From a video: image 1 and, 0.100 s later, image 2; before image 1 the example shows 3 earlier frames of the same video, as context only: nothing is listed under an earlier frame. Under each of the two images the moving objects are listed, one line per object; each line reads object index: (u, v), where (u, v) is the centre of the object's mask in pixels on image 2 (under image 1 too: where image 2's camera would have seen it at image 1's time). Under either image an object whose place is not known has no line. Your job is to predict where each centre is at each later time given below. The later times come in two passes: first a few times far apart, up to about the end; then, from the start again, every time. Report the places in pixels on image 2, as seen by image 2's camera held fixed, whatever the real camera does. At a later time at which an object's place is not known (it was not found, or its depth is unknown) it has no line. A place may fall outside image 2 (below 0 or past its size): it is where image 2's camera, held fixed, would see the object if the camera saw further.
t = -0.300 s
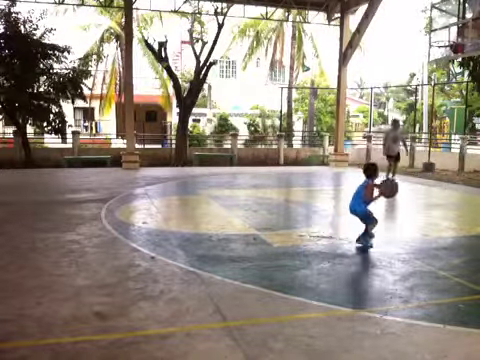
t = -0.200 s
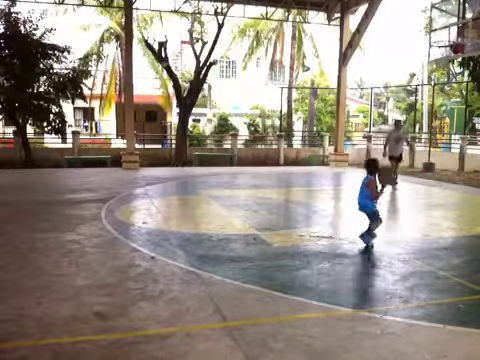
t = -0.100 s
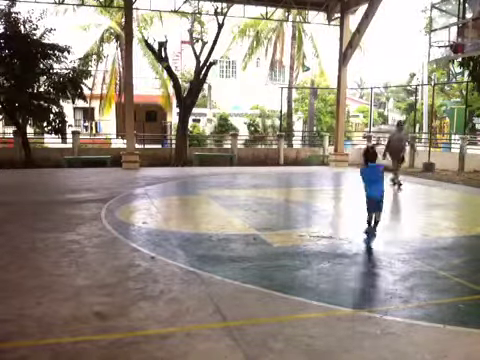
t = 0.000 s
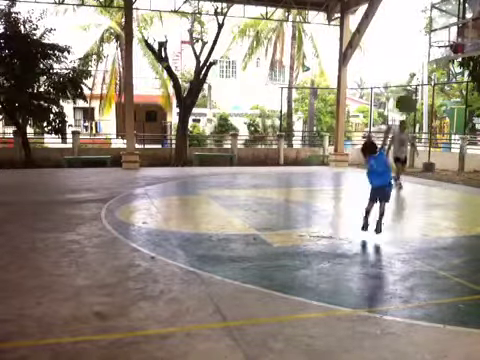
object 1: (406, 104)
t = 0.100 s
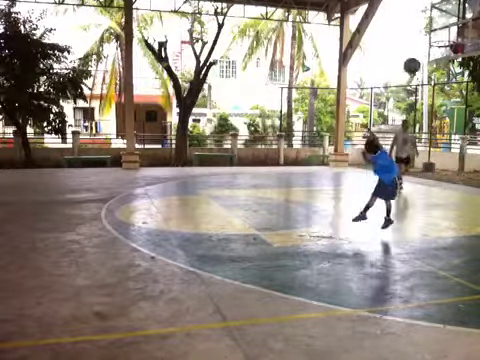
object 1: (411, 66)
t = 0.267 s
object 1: (420, 24)
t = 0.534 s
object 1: (430, 5)
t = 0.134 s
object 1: (413, 55)
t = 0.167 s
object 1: (415, 46)
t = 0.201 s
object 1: (417, 38)
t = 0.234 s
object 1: (418, 30)
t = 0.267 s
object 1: (420, 24)
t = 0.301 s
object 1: (422, 19)
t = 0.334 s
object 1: (423, 14)
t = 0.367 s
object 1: (424, 10)
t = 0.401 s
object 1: (426, 8)
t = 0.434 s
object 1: (426, 6)
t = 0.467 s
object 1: (428, 5)
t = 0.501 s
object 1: (428, 5)
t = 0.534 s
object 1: (430, 5)
